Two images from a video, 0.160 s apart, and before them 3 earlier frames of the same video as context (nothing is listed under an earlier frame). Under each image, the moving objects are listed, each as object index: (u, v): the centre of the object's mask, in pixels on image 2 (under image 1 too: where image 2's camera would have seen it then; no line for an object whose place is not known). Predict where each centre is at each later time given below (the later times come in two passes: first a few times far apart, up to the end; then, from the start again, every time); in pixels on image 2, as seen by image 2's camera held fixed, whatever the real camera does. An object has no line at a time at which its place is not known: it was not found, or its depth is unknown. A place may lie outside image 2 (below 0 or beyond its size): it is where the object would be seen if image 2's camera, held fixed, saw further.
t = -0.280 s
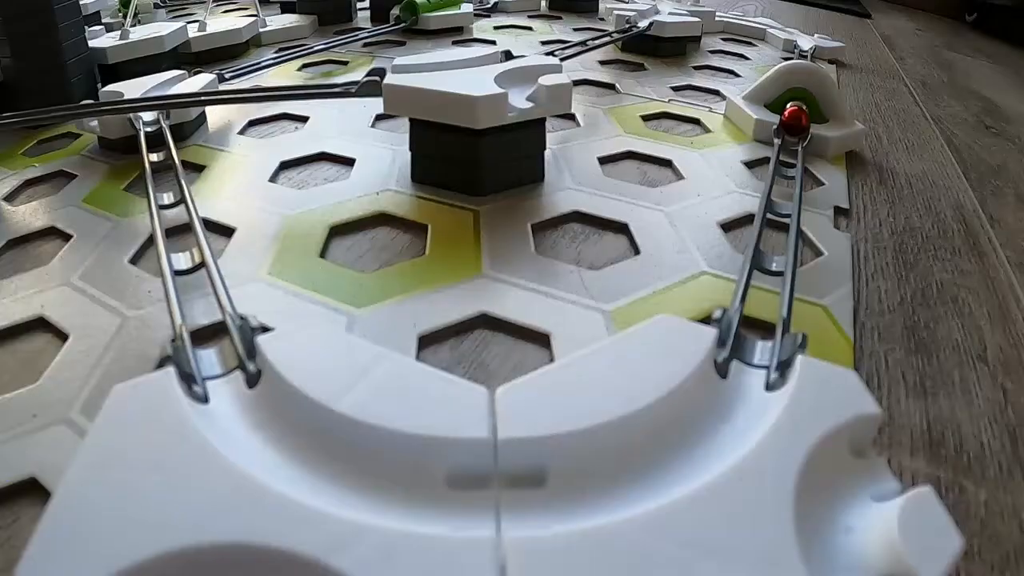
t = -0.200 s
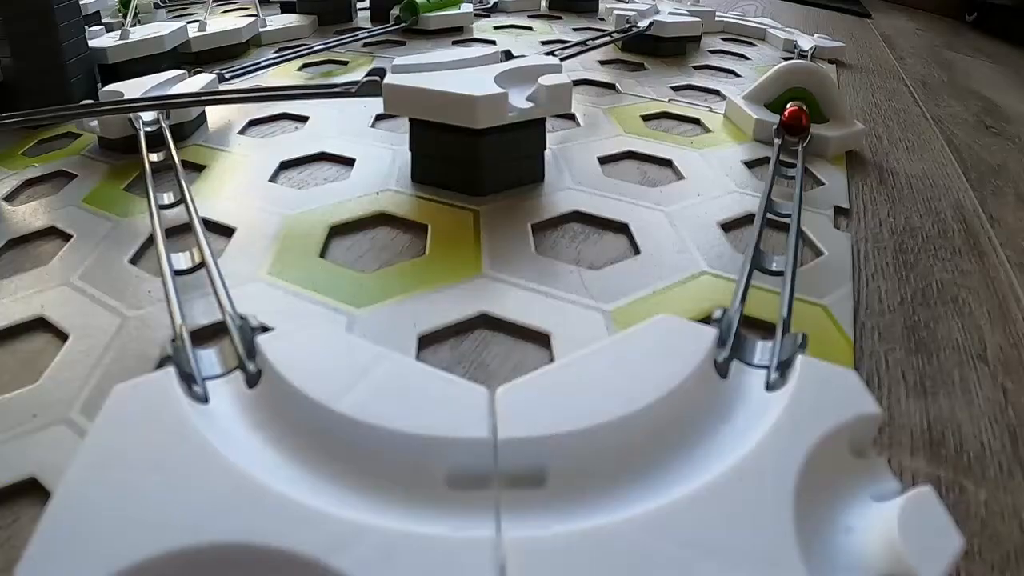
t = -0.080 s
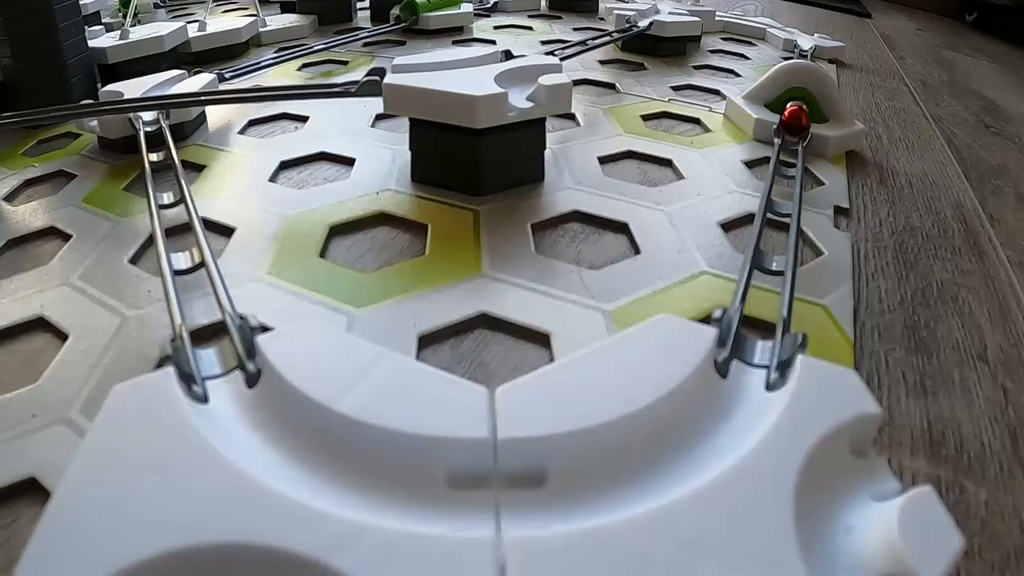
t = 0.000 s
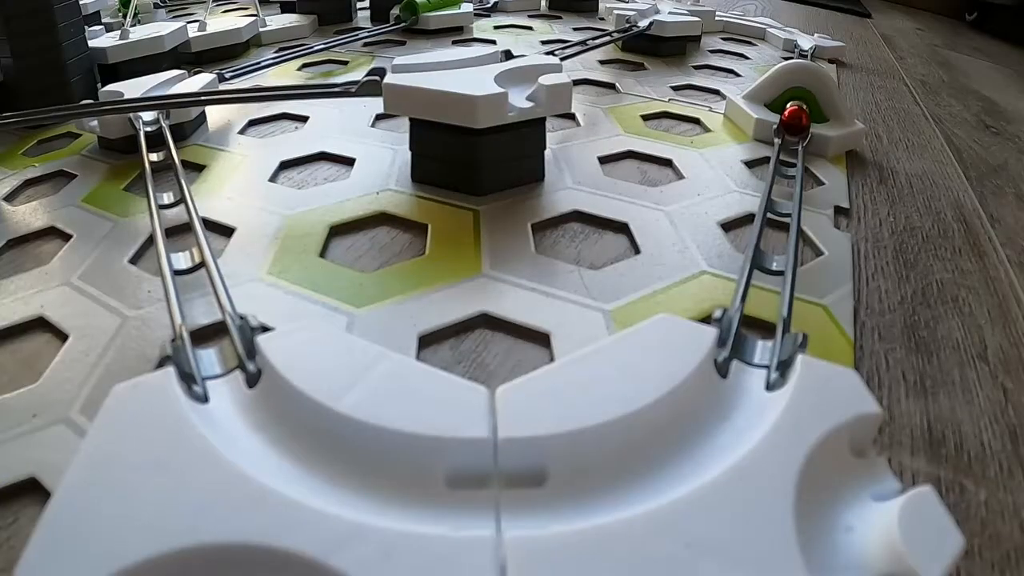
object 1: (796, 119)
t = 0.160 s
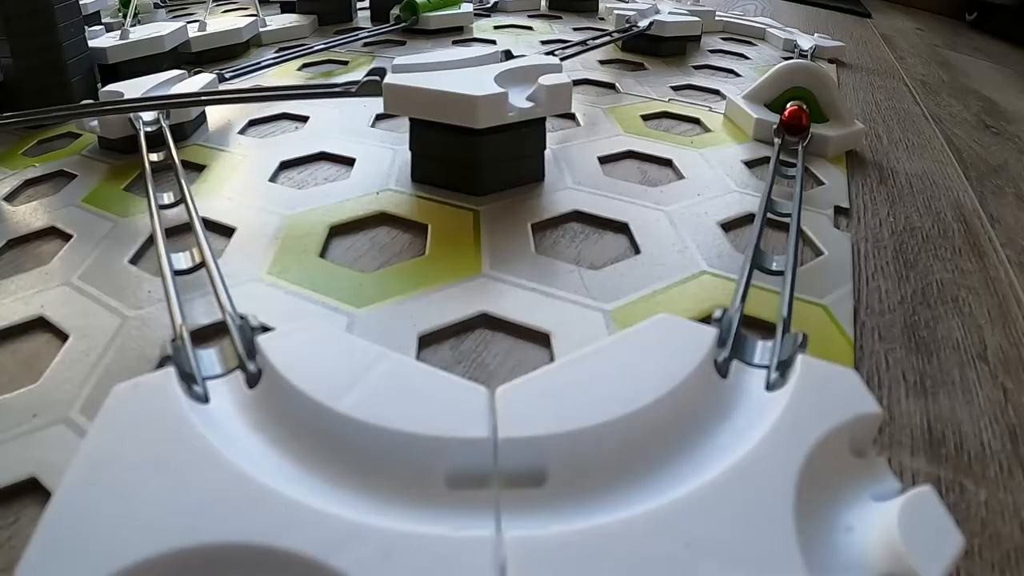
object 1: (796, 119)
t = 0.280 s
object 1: (791, 147)
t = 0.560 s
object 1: (686, 435)
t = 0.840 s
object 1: (189, 272)
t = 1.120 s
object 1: (159, 155)
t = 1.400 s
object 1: (146, 91)
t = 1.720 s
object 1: (245, 57)
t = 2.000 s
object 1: (336, 32)
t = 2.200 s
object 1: (387, 19)
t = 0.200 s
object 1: (796, 119)
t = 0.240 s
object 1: (795, 123)
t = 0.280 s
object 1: (791, 147)
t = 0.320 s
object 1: (789, 167)
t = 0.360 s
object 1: (784, 199)
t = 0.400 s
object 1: (780, 229)
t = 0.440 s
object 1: (774, 264)
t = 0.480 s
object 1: (766, 311)
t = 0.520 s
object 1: (747, 378)
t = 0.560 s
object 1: (686, 435)
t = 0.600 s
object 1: (539, 480)
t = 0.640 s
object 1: (417, 477)
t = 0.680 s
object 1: (313, 449)
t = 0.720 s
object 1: (235, 390)
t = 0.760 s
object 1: (207, 344)
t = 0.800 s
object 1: (201, 306)
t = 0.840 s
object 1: (189, 272)
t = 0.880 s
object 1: (183, 250)
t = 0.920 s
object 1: (177, 228)
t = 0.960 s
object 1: (171, 205)
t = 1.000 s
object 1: (168, 193)
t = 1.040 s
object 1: (164, 179)
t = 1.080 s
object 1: (162, 170)
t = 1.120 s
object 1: (159, 155)
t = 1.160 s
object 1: (157, 146)
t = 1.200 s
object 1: (155, 140)
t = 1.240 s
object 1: (153, 127)
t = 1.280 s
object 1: (151, 121)
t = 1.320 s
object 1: (150, 119)
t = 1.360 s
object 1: (149, 117)
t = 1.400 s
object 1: (146, 91)
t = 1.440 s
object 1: (150, 88)
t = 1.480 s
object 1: (160, 83)
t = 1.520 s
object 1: (170, 78)
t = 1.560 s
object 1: (183, 71)
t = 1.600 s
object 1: (204, 64)
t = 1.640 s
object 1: (218, 62)
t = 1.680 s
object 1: (231, 62)
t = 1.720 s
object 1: (245, 57)
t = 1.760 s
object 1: (261, 53)
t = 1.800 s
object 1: (274, 49)
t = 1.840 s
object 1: (285, 46)
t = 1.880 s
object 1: (301, 42)
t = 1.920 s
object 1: (312, 39)
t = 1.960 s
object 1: (323, 35)
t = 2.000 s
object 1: (336, 32)
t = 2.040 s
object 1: (348, 29)
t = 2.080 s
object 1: (358, 27)
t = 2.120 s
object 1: (370, 24)
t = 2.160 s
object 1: (379, 21)
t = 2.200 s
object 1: (387, 19)
